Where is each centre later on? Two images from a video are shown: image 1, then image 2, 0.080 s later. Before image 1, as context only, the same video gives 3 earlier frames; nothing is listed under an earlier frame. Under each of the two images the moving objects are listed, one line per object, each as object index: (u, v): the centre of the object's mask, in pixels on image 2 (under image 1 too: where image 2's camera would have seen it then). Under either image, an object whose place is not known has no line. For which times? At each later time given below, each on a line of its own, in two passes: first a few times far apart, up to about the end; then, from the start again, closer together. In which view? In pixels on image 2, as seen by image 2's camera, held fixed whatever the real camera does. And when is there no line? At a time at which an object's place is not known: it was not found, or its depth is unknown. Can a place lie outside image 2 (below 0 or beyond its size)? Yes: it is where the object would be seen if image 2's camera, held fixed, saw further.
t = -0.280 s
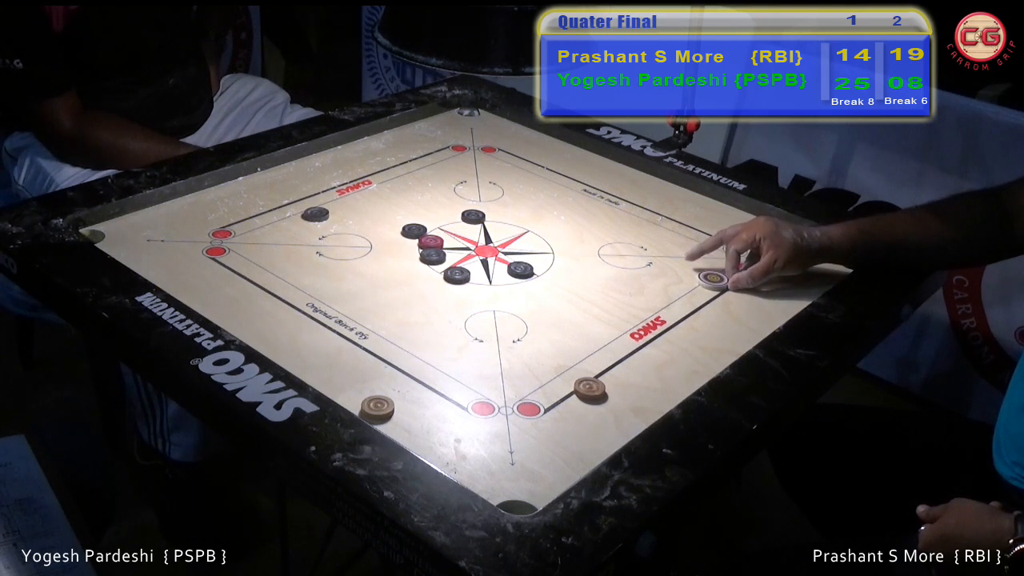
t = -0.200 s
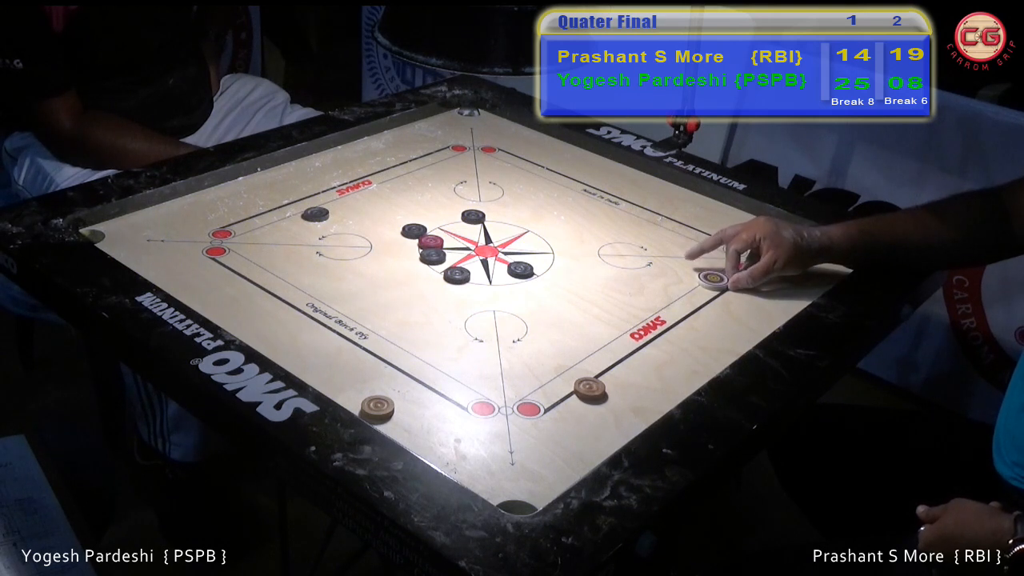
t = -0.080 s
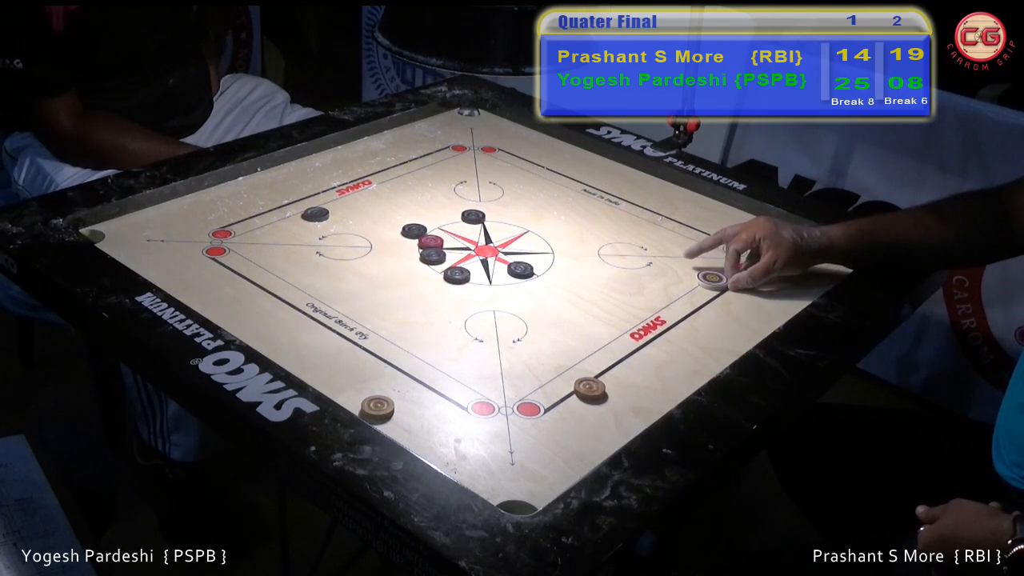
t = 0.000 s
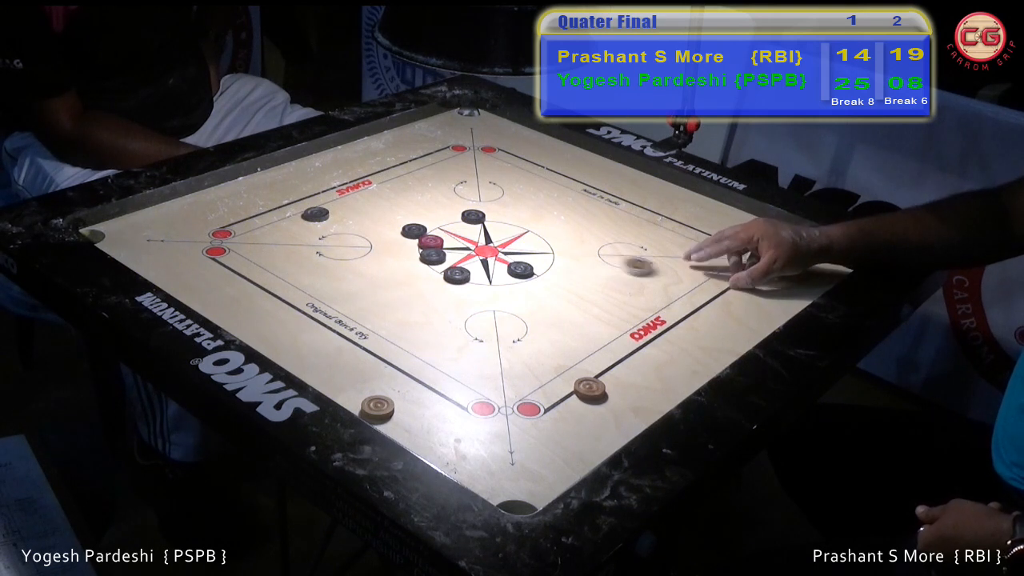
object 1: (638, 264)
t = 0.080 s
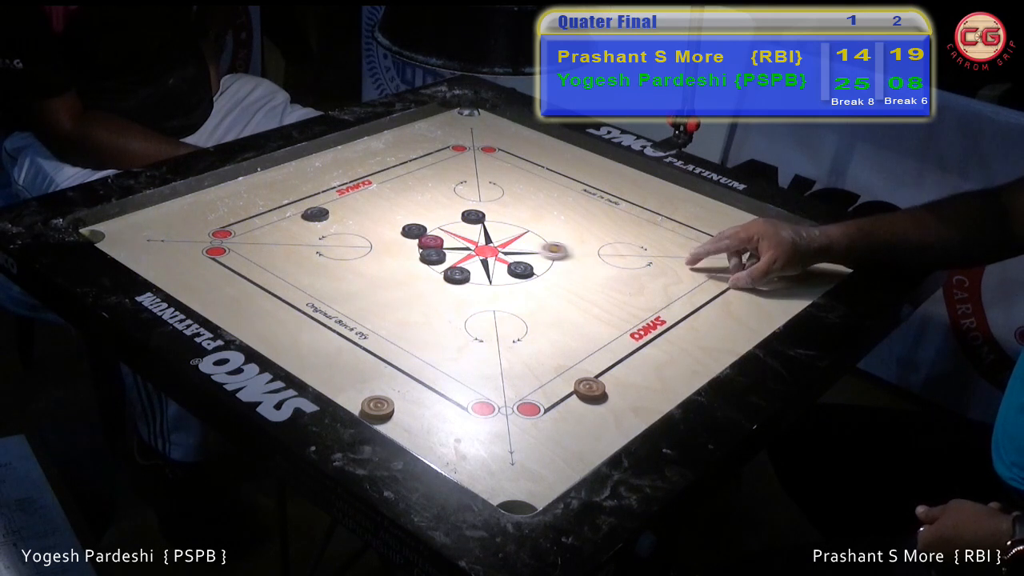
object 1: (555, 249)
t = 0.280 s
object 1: (407, 218)
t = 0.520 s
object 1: (339, 197)
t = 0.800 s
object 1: (316, 189)
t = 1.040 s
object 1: (316, 189)
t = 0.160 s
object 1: (478, 236)
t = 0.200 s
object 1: (445, 229)
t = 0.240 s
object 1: (424, 223)
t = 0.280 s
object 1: (407, 218)
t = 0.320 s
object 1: (392, 214)
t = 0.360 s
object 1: (379, 209)
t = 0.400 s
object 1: (366, 205)
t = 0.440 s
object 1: (356, 202)
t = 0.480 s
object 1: (347, 200)
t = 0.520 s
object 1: (339, 197)
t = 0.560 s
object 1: (332, 195)
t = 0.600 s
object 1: (327, 193)
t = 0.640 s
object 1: (323, 192)
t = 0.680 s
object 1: (320, 191)
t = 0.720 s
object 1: (318, 190)
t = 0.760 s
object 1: (317, 189)
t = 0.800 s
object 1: (316, 189)
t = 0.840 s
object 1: (316, 189)
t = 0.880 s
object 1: (315, 189)
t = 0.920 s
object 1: (315, 189)
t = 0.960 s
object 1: (315, 189)
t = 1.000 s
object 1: (315, 189)
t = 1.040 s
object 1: (316, 189)
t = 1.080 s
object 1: (316, 189)
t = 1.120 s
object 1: (315, 189)
